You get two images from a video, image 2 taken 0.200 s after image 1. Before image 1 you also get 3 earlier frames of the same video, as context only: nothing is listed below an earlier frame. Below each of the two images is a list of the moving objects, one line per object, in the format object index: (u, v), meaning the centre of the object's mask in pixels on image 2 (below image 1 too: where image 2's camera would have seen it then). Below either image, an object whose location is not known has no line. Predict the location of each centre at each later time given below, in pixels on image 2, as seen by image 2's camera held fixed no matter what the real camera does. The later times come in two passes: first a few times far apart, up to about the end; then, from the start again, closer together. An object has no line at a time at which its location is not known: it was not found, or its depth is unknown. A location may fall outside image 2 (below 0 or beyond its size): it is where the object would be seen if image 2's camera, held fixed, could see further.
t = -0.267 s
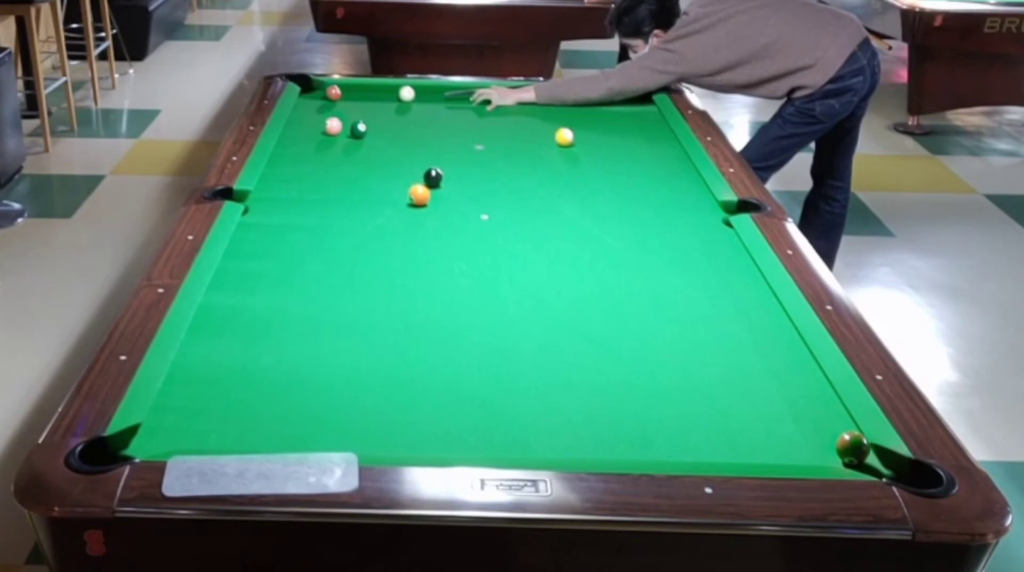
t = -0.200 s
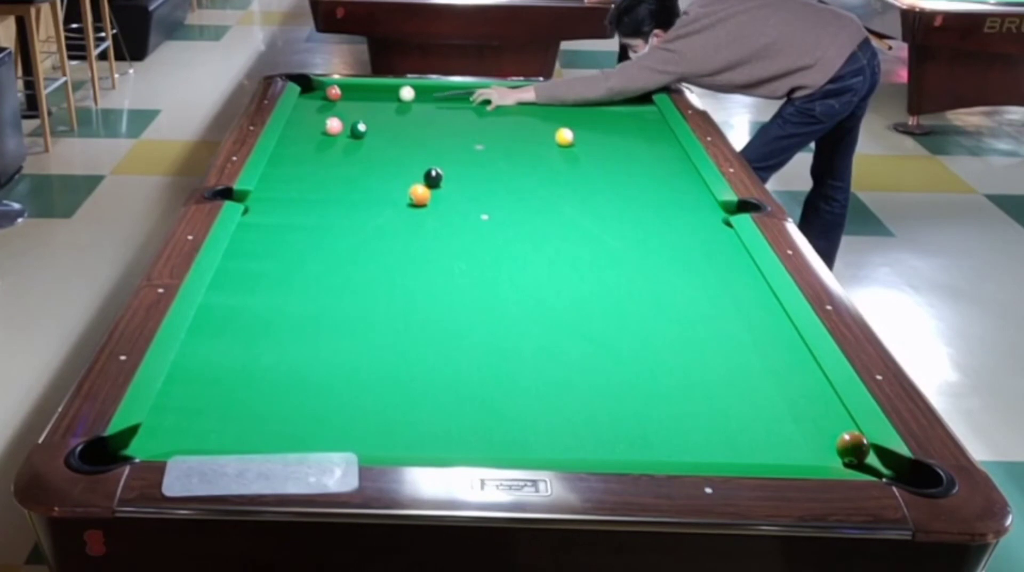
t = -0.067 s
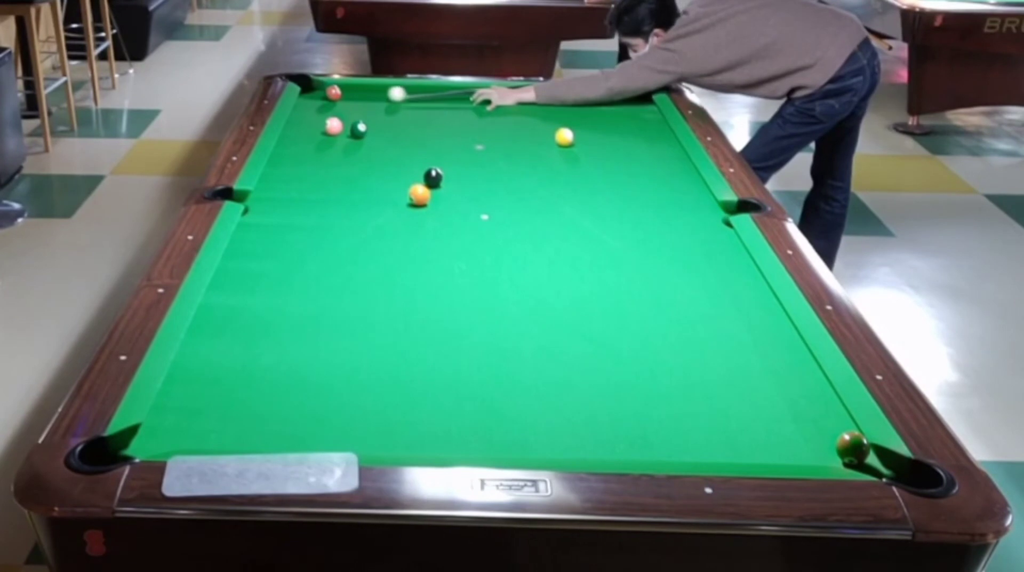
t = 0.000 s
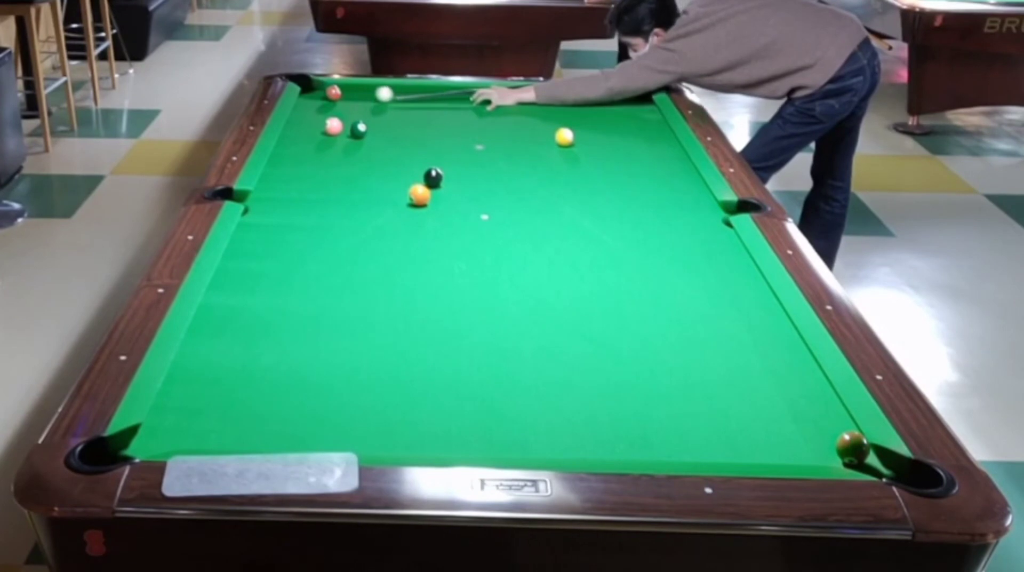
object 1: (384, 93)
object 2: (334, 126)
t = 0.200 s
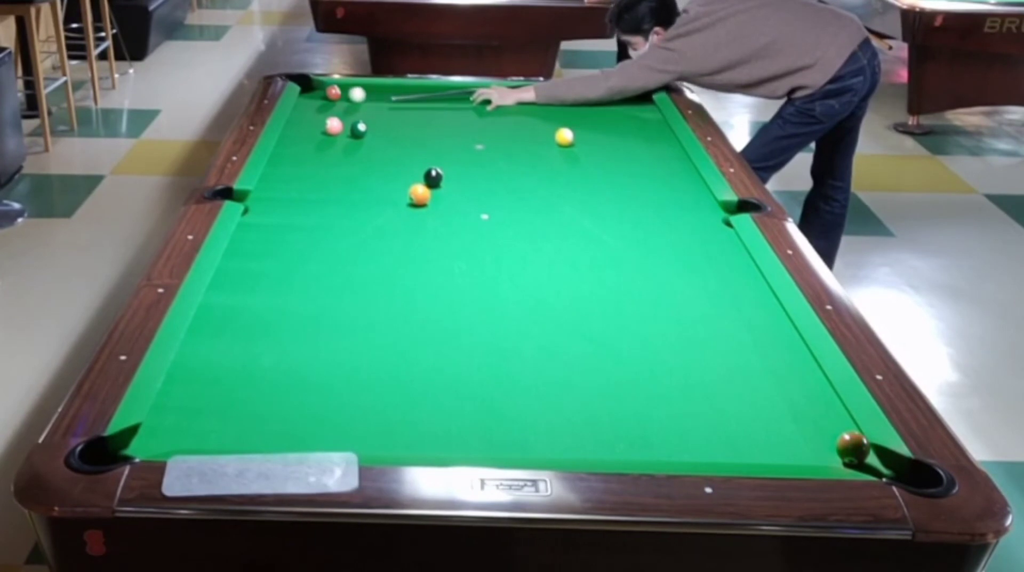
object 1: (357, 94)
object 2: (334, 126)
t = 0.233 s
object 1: (353, 94)
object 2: (334, 126)
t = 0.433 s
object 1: (335, 97)
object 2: (334, 126)
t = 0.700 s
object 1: (314, 102)
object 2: (334, 125)
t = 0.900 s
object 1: (303, 105)
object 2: (333, 125)
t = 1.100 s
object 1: (308, 109)
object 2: (334, 125)
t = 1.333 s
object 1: (313, 113)
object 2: (333, 125)
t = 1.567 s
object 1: (318, 118)
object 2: (334, 126)
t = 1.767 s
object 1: (321, 121)
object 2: (334, 126)
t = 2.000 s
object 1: (321, 123)
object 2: (338, 128)
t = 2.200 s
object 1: (320, 124)
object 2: (341, 129)
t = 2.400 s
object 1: (319, 124)
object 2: (342, 130)
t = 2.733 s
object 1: (319, 125)
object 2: (343, 132)
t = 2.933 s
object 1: (319, 125)
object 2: (343, 133)
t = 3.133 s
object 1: (319, 125)
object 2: (344, 133)
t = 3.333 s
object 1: (318, 125)
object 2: (343, 134)
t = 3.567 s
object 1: (318, 125)
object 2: (343, 134)
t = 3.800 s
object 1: (319, 125)
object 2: (343, 134)
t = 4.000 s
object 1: (318, 125)
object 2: (343, 134)
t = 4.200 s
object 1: (319, 125)
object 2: (343, 134)
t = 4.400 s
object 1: (319, 125)
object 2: (343, 134)
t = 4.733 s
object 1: (318, 125)
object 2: (343, 134)
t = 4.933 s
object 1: (318, 125)
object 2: (343, 134)
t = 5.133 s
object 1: (318, 125)
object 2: (343, 134)
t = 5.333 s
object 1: (318, 125)
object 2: (343, 134)
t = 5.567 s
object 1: (318, 125)
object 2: (343, 134)
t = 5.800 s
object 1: (318, 125)
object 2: (343, 134)
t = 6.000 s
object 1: (319, 125)
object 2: (343, 134)
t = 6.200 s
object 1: (318, 125)
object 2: (343, 134)
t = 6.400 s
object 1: (318, 125)
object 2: (343, 134)
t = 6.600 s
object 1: (318, 125)
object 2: (343, 134)
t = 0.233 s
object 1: (353, 94)
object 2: (334, 126)
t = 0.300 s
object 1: (345, 95)
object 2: (334, 126)
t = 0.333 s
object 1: (343, 95)
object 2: (334, 126)
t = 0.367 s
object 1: (340, 96)
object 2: (334, 126)
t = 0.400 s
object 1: (337, 97)
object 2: (334, 126)
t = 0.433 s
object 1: (335, 97)
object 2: (334, 126)
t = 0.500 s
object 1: (329, 98)
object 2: (334, 126)
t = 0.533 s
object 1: (327, 99)
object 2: (334, 126)
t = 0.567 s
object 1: (324, 99)
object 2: (334, 126)
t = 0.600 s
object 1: (322, 100)
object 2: (334, 126)
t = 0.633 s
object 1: (319, 101)
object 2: (334, 126)
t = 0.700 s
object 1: (314, 102)
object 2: (334, 125)
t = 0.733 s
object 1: (312, 102)
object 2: (333, 125)
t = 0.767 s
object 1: (309, 102)
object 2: (333, 125)
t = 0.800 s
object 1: (307, 103)
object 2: (334, 125)
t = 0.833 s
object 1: (304, 104)
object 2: (334, 125)
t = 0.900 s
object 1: (303, 105)
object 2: (333, 125)
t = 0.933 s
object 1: (304, 105)
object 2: (334, 125)
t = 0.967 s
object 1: (304, 106)
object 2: (334, 125)
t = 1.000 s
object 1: (305, 107)
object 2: (334, 125)
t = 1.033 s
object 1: (306, 108)
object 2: (334, 125)
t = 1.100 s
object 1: (308, 109)
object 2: (334, 125)
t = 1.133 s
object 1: (308, 109)
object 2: (333, 125)
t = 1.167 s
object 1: (309, 110)
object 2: (333, 125)
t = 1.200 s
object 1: (310, 111)
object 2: (333, 125)
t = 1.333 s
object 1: (313, 113)
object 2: (333, 125)
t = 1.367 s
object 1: (314, 114)
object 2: (334, 125)
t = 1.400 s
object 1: (315, 115)
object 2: (334, 125)
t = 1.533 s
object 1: (317, 117)
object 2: (334, 126)
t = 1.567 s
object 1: (318, 118)
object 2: (334, 126)
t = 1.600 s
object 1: (319, 118)
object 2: (334, 126)
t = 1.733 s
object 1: (321, 120)
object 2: (333, 126)
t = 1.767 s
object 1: (321, 121)
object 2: (334, 126)
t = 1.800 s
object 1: (321, 121)
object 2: (334, 126)
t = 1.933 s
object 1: (321, 122)
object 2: (337, 127)
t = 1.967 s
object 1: (321, 122)
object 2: (337, 127)
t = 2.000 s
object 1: (321, 123)
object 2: (338, 128)
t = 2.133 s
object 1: (320, 124)
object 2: (340, 129)
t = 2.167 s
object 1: (320, 124)
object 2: (341, 129)
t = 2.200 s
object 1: (320, 124)
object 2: (341, 129)
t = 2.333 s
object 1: (320, 124)
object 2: (342, 130)
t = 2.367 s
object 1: (320, 124)
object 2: (342, 130)
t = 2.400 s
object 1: (319, 124)
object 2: (342, 130)
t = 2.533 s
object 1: (319, 125)
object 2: (342, 131)
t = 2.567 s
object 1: (319, 125)
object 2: (343, 132)
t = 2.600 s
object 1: (319, 125)
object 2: (343, 132)
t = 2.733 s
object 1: (319, 125)
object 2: (343, 132)
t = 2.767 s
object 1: (319, 125)
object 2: (343, 132)
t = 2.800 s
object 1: (319, 125)
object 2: (343, 133)
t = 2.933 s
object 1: (319, 125)
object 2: (343, 133)
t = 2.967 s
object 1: (319, 125)
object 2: (343, 133)
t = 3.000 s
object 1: (319, 125)
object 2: (343, 133)
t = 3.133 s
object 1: (319, 125)
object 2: (344, 133)
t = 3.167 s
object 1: (319, 125)
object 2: (344, 133)
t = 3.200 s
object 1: (319, 125)
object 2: (344, 133)
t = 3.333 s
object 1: (318, 125)
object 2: (343, 134)
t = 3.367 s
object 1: (318, 125)
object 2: (343, 134)
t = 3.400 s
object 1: (318, 125)
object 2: (343, 134)
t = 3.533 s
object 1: (318, 125)
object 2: (343, 134)
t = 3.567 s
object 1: (318, 125)
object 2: (343, 134)
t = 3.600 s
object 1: (318, 125)
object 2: (343, 134)
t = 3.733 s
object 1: (318, 125)
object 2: (343, 134)
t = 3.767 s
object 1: (319, 125)
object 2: (343, 134)
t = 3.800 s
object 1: (319, 125)
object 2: (343, 134)
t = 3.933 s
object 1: (319, 125)
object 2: (343, 134)
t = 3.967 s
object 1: (319, 125)
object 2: (343, 134)
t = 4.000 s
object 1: (318, 125)
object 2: (343, 134)
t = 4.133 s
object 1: (319, 125)
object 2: (343, 134)
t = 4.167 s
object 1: (319, 125)
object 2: (343, 134)
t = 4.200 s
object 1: (319, 125)
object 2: (343, 134)
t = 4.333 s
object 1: (319, 125)
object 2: (343, 134)
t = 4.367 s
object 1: (319, 125)
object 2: (343, 134)
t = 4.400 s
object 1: (319, 125)
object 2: (343, 134)
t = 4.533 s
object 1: (318, 125)
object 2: (343, 134)
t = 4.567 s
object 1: (318, 125)
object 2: (343, 134)
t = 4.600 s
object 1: (318, 125)
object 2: (344, 134)
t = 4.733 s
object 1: (318, 125)
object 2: (343, 134)
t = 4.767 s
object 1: (318, 125)
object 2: (343, 134)
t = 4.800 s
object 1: (318, 125)
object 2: (343, 134)
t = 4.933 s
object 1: (318, 125)
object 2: (343, 134)
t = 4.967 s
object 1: (319, 125)
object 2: (343, 134)
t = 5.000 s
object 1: (318, 125)
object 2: (343, 134)
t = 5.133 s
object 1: (318, 125)
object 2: (343, 134)
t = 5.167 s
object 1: (318, 125)
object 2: (343, 134)
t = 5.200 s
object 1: (318, 125)
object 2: (343, 134)
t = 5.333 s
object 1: (318, 125)
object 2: (343, 134)
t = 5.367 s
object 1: (318, 125)
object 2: (343, 134)
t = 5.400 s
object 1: (318, 125)
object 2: (343, 134)
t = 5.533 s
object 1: (318, 125)
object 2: (343, 134)
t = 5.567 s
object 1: (318, 125)
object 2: (343, 134)
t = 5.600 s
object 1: (318, 125)
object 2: (343, 134)
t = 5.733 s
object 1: (318, 125)
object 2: (343, 134)
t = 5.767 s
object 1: (318, 125)
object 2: (343, 134)
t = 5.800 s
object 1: (318, 125)
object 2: (343, 134)
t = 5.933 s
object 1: (319, 125)
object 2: (343, 134)
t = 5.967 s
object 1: (318, 125)
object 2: (343, 134)
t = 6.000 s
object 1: (319, 125)
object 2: (343, 134)
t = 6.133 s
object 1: (319, 125)
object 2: (343, 134)
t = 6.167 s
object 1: (318, 125)
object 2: (343, 134)
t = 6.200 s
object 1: (318, 125)
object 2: (343, 134)
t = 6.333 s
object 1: (318, 125)
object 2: (343, 134)
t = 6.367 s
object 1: (318, 125)
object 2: (343, 134)
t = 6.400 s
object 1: (318, 125)
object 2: (343, 134)
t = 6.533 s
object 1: (318, 125)
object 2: (343, 134)
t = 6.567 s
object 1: (318, 125)
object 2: (343, 134)
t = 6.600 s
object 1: (318, 125)
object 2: (343, 134)
